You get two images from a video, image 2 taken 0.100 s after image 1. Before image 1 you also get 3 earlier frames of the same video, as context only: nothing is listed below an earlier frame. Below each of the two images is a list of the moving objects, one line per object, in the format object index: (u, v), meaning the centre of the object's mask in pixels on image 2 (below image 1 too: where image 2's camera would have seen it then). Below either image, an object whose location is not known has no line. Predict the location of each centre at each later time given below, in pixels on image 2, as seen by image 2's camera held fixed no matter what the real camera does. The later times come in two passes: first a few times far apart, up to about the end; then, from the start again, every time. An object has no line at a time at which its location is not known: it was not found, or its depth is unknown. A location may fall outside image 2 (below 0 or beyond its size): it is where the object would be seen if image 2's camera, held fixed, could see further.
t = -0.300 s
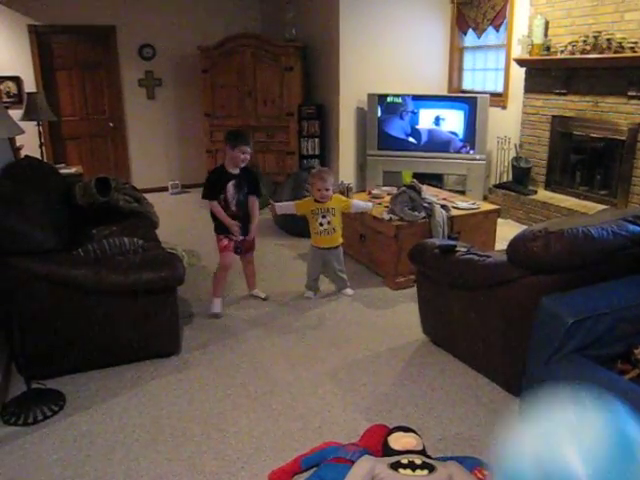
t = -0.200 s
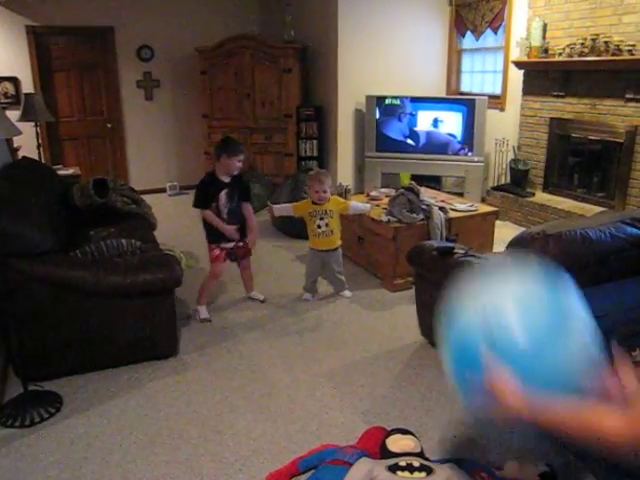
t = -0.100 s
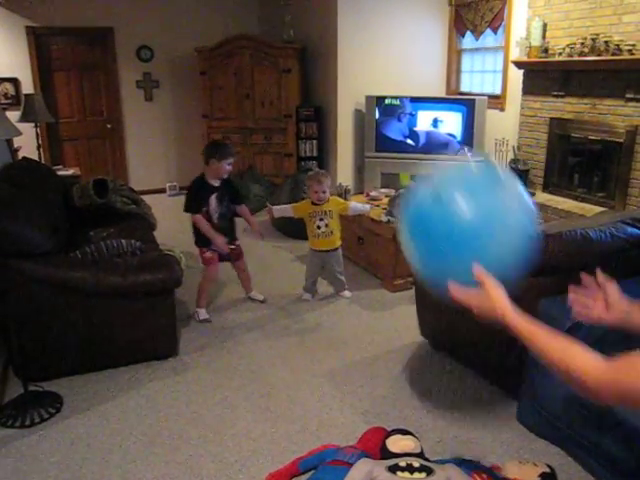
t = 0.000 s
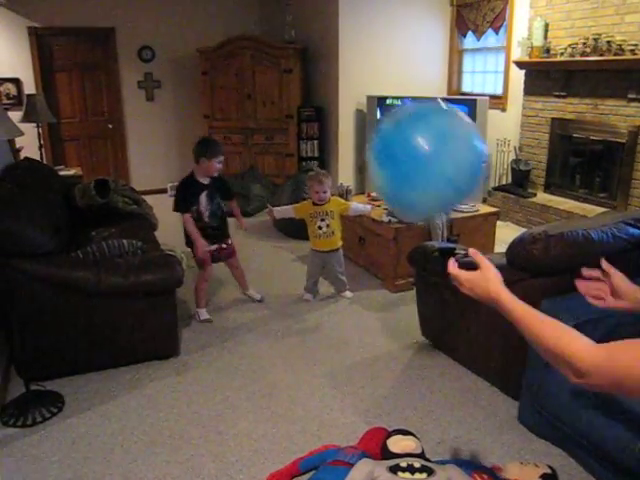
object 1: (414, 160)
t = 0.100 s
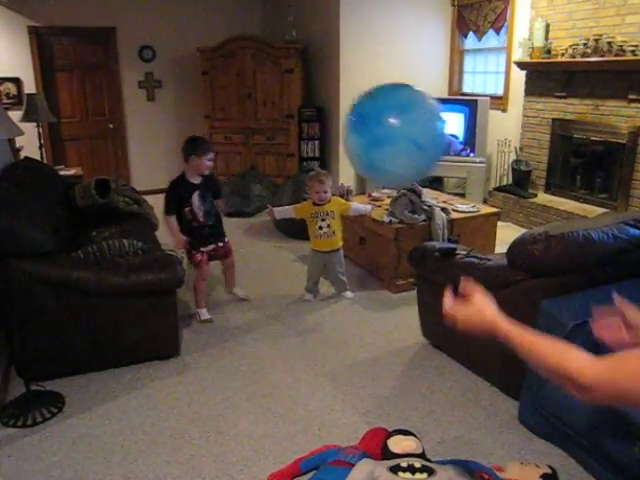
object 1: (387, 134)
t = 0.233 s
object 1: (357, 139)
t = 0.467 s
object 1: (329, 210)
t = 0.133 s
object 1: (376, 132)
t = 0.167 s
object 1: (368, 132)
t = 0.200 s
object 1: (362, 135)
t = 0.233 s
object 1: (357, 139)
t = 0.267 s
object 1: (350, 147)
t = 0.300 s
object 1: (343, 154)
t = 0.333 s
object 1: (338, 163)
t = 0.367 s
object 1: (342, 173)
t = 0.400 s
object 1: (338, 185)
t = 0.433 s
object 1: (334, 198)
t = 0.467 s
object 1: (329, 210)
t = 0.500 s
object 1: (327, 226)
